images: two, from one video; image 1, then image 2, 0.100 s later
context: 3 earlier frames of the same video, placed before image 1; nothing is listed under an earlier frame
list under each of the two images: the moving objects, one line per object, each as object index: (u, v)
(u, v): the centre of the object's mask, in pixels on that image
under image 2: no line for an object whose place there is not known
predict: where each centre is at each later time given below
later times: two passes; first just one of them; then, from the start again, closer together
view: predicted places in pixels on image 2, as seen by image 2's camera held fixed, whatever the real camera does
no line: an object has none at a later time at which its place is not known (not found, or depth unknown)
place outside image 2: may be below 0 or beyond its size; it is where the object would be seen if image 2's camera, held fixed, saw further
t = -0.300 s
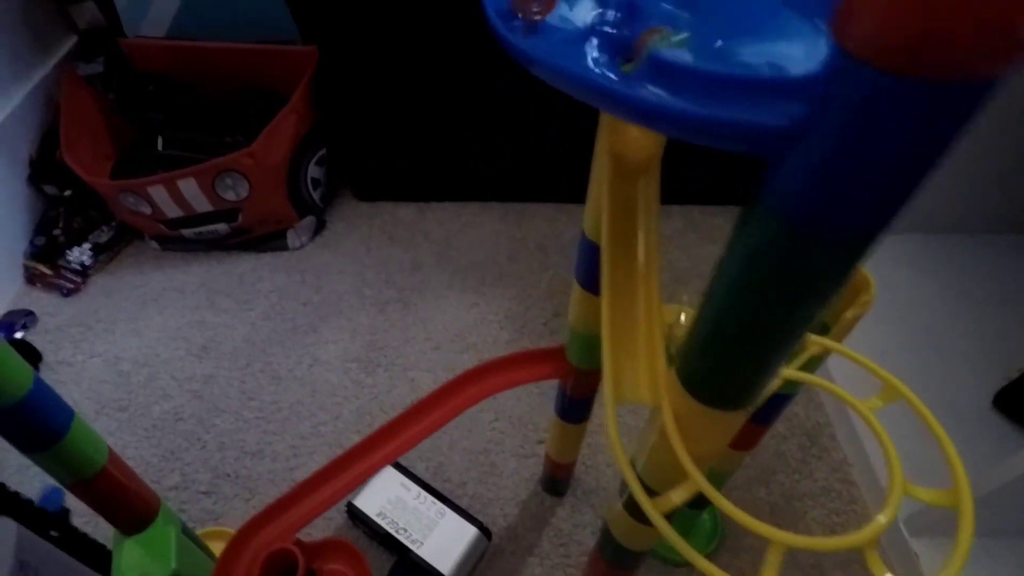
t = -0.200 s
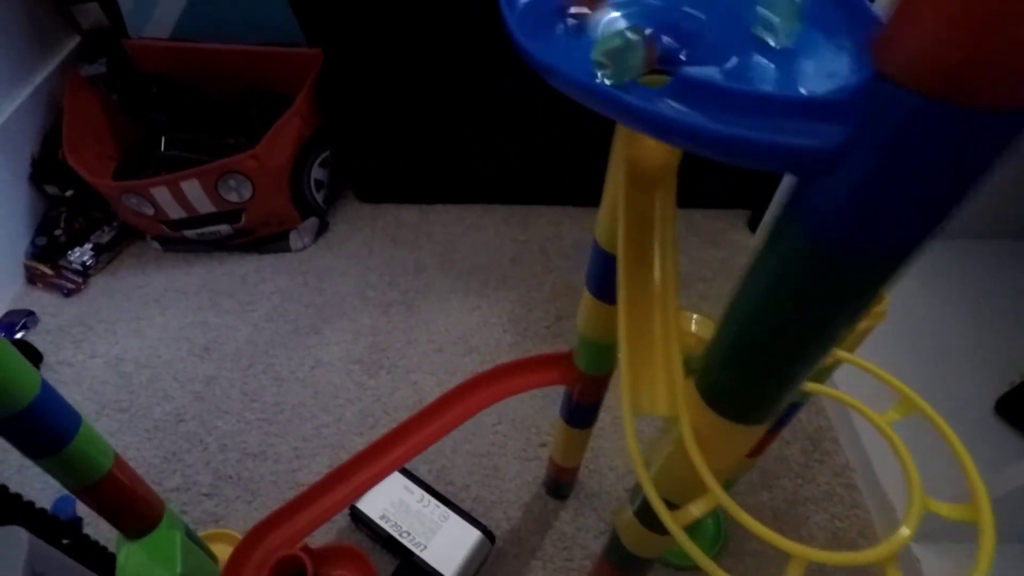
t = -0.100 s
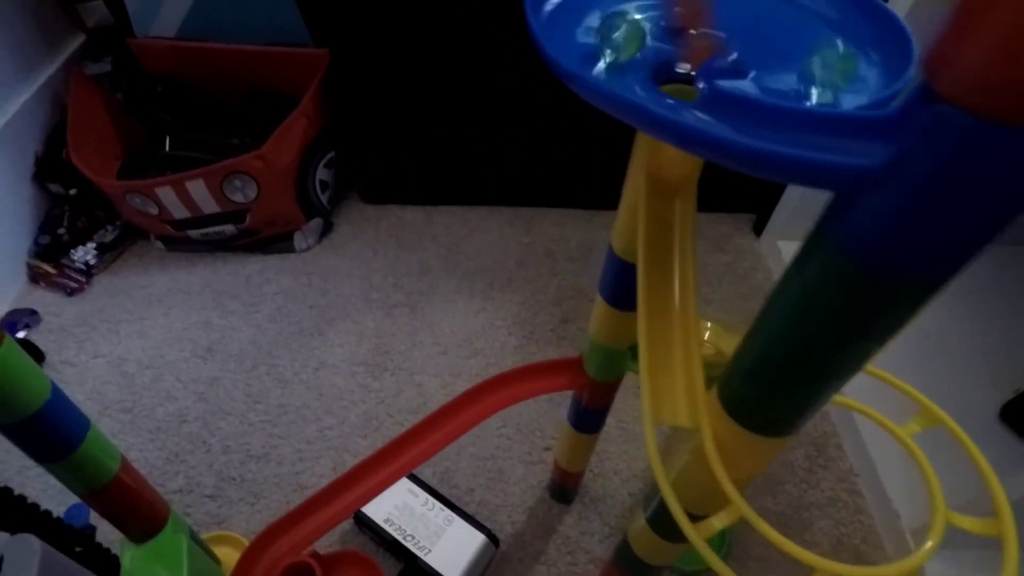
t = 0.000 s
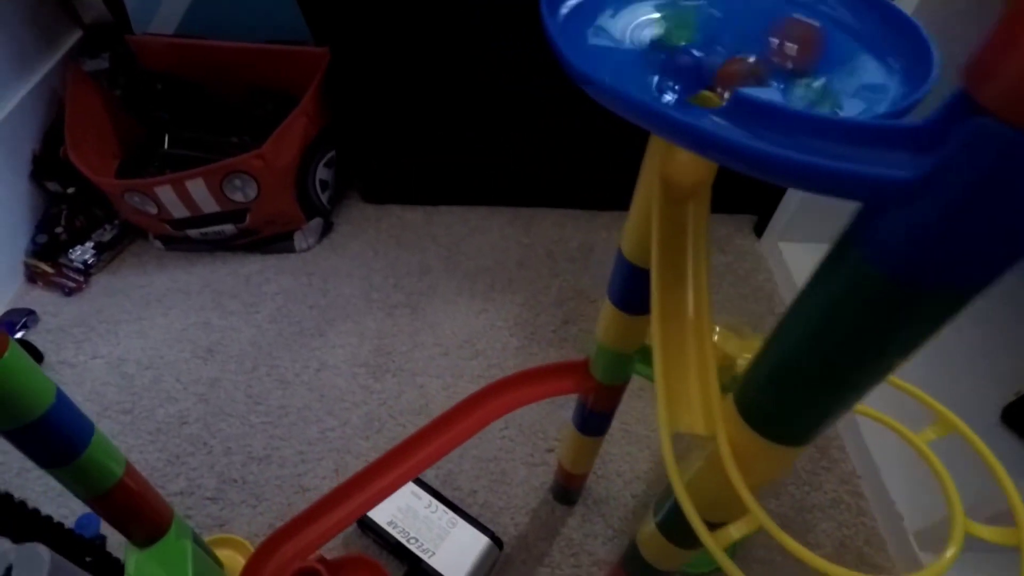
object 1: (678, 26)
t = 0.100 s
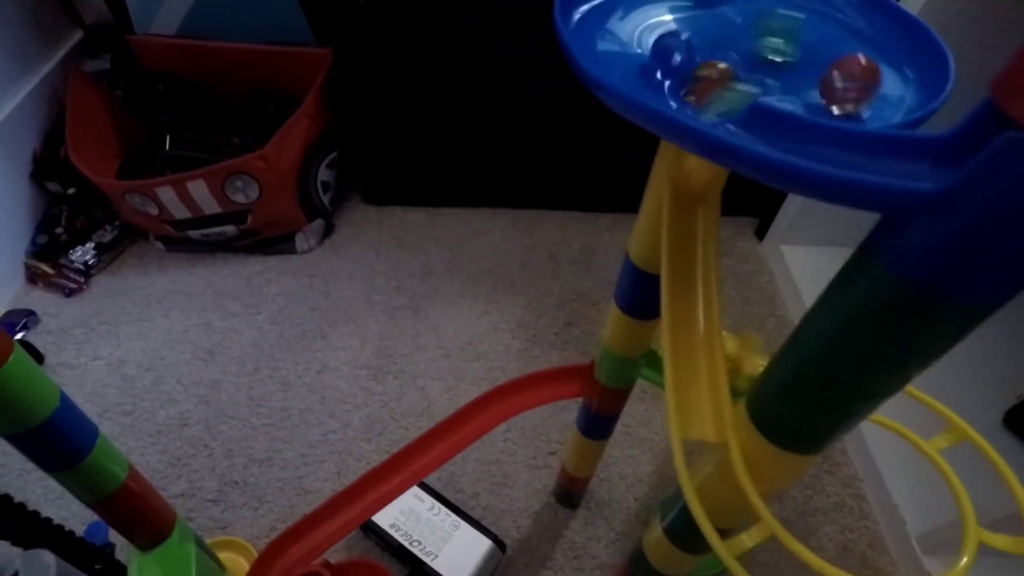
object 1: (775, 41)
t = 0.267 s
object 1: (826, 89)
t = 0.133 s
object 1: (805, 47)
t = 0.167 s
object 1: (823, 54)
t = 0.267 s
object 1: (826, 89)
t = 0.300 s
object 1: (811, 90)
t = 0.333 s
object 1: (787, 84)
